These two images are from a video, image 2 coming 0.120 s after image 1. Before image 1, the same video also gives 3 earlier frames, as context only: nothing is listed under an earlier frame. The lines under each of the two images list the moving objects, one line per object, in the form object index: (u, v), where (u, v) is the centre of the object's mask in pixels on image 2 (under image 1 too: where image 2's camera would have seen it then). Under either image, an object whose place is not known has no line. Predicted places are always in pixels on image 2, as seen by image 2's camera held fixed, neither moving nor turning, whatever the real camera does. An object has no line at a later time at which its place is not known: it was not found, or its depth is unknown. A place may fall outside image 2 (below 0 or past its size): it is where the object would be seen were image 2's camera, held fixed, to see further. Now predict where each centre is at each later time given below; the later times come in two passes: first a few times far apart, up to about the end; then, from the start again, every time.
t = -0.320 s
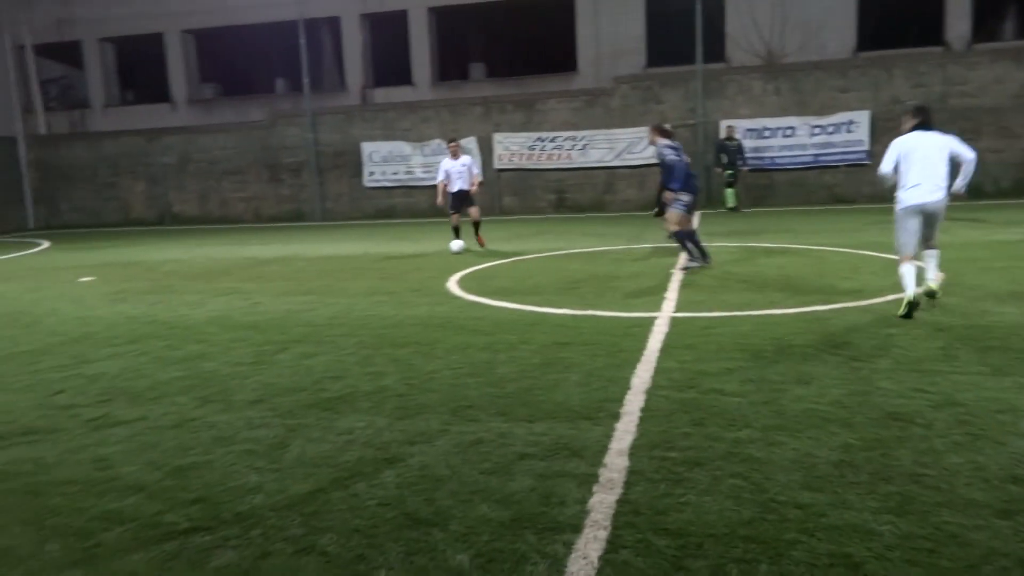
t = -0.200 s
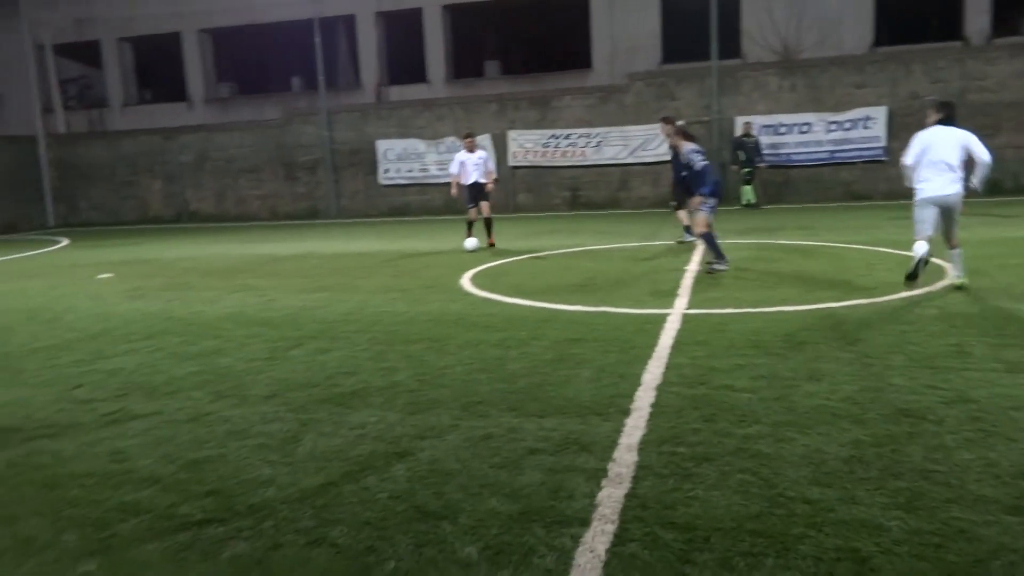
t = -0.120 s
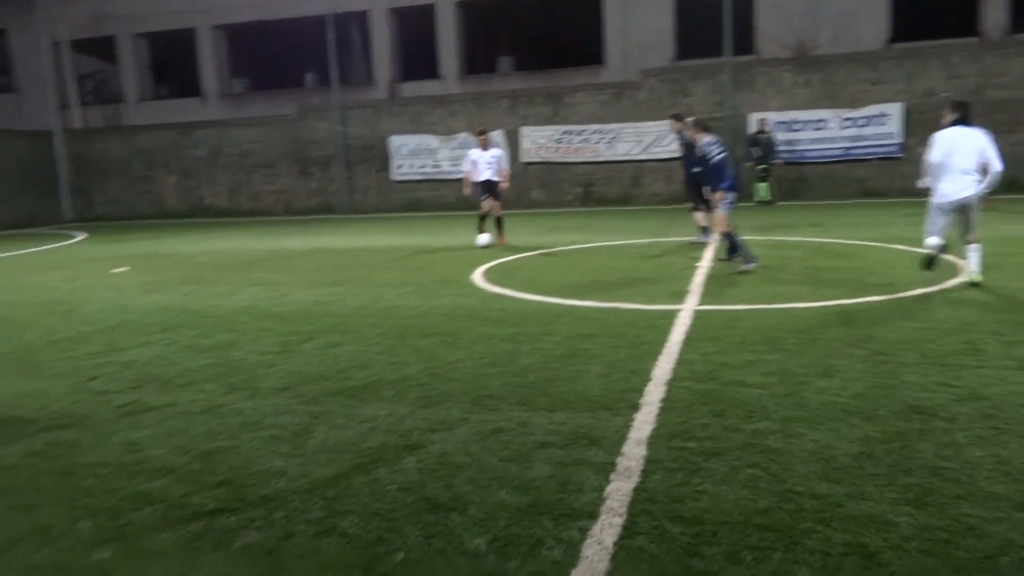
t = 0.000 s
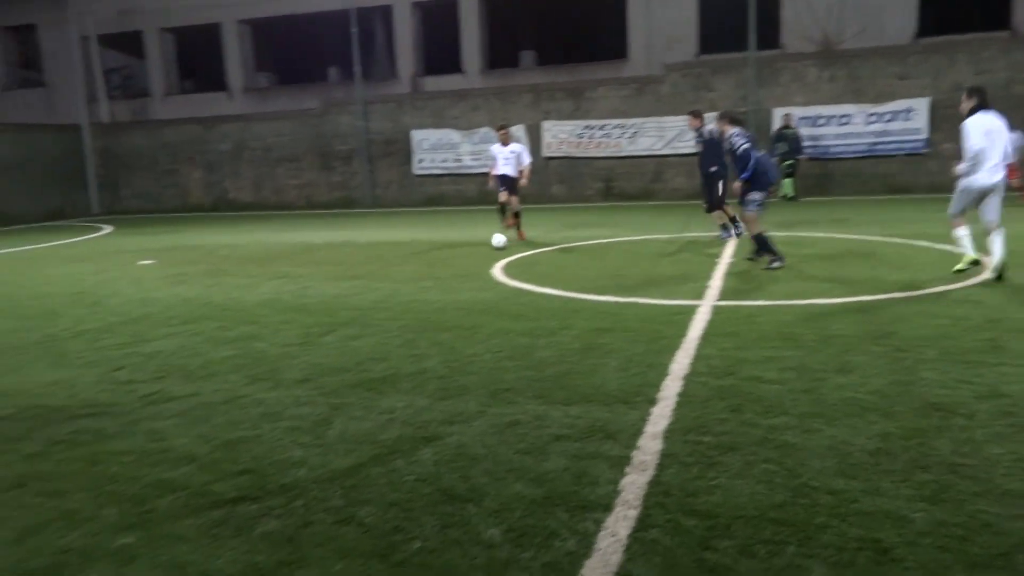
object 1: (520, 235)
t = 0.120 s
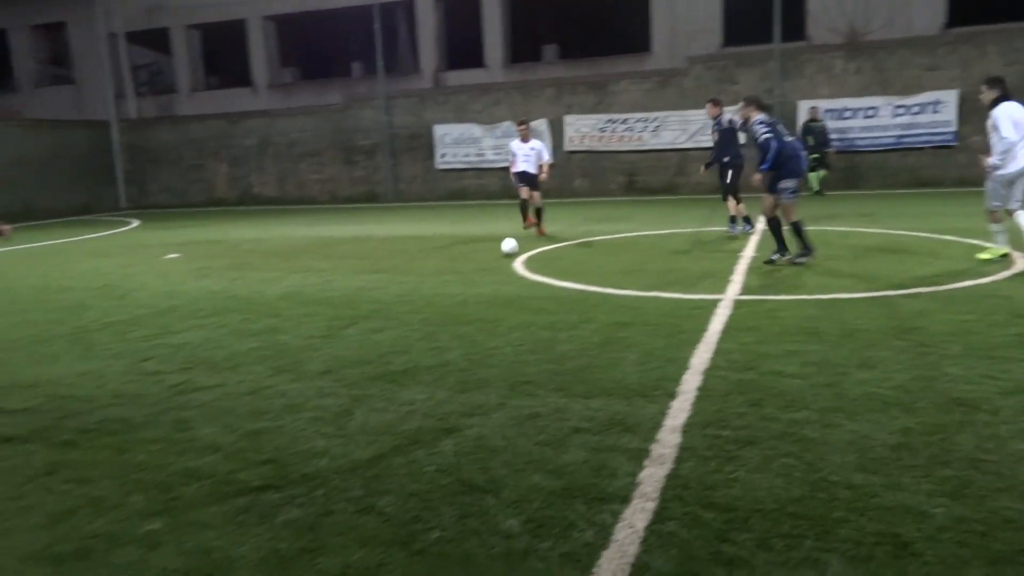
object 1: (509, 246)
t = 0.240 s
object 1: (496, 260)
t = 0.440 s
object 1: (466, 288)
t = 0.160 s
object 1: (505, 251)
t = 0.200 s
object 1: (501, 255)
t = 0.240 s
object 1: (496, 260)
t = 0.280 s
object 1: (491, 265)
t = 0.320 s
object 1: (486, 270)
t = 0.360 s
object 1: (479, 275)
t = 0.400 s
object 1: (473, 281)
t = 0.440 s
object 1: (466, 288)
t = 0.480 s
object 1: (459, 295)
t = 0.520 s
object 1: (451, 304)
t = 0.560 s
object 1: (443, 311)
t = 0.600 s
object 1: (433, 320)
